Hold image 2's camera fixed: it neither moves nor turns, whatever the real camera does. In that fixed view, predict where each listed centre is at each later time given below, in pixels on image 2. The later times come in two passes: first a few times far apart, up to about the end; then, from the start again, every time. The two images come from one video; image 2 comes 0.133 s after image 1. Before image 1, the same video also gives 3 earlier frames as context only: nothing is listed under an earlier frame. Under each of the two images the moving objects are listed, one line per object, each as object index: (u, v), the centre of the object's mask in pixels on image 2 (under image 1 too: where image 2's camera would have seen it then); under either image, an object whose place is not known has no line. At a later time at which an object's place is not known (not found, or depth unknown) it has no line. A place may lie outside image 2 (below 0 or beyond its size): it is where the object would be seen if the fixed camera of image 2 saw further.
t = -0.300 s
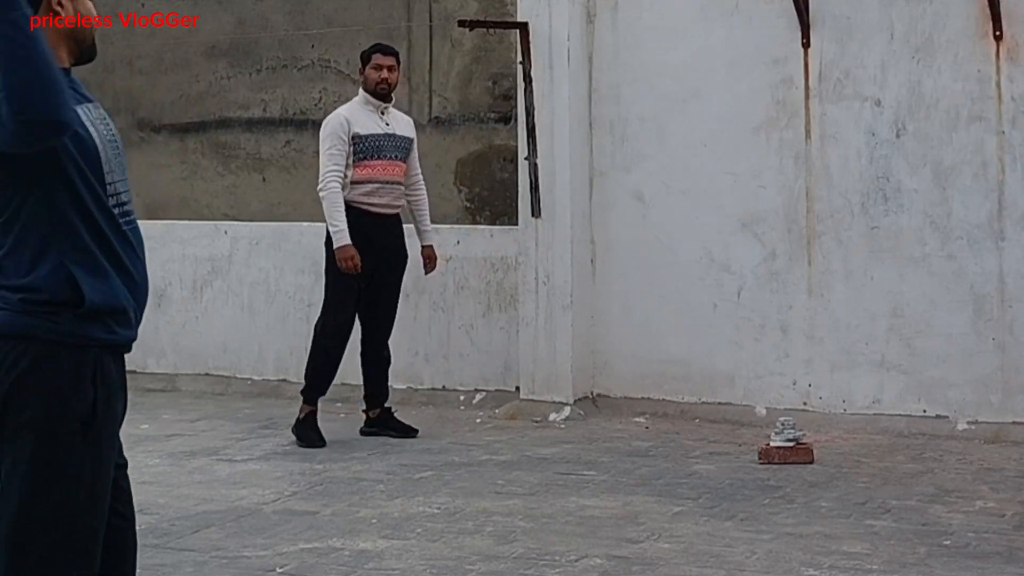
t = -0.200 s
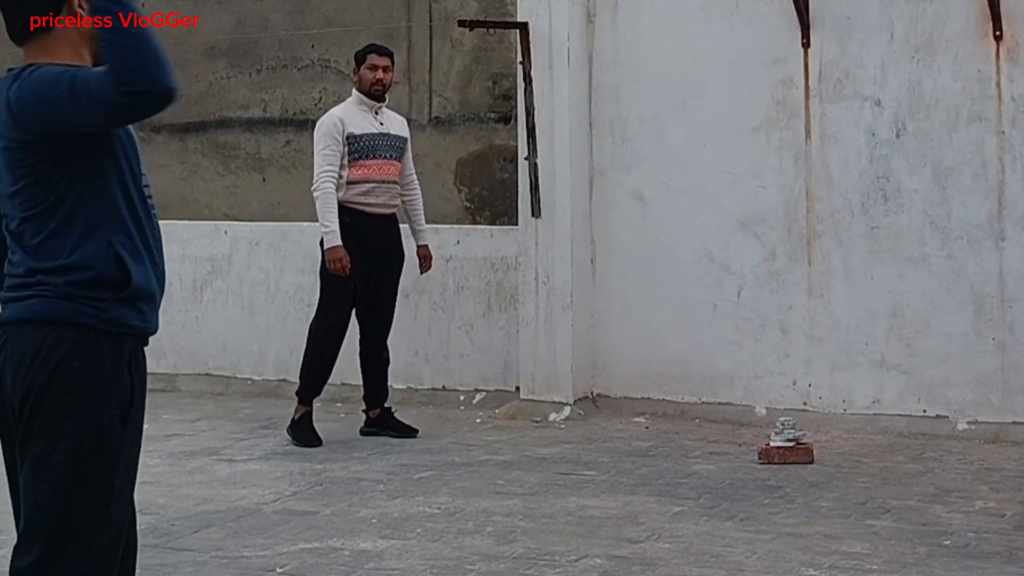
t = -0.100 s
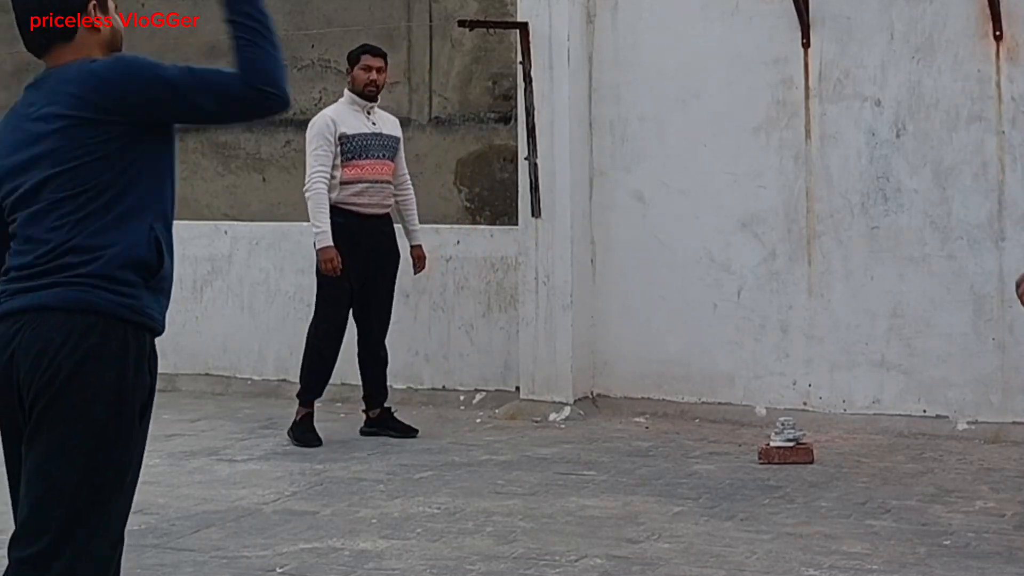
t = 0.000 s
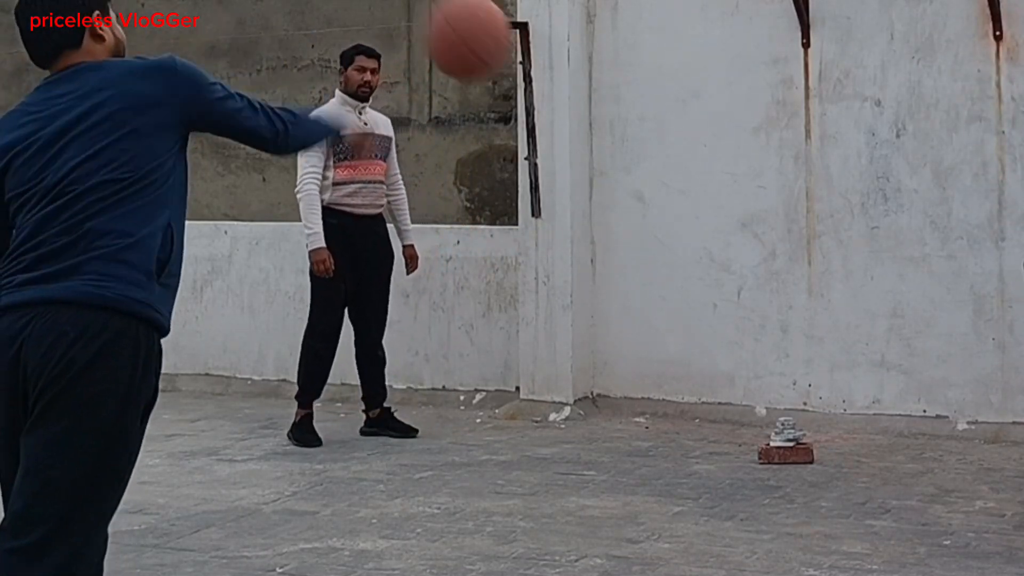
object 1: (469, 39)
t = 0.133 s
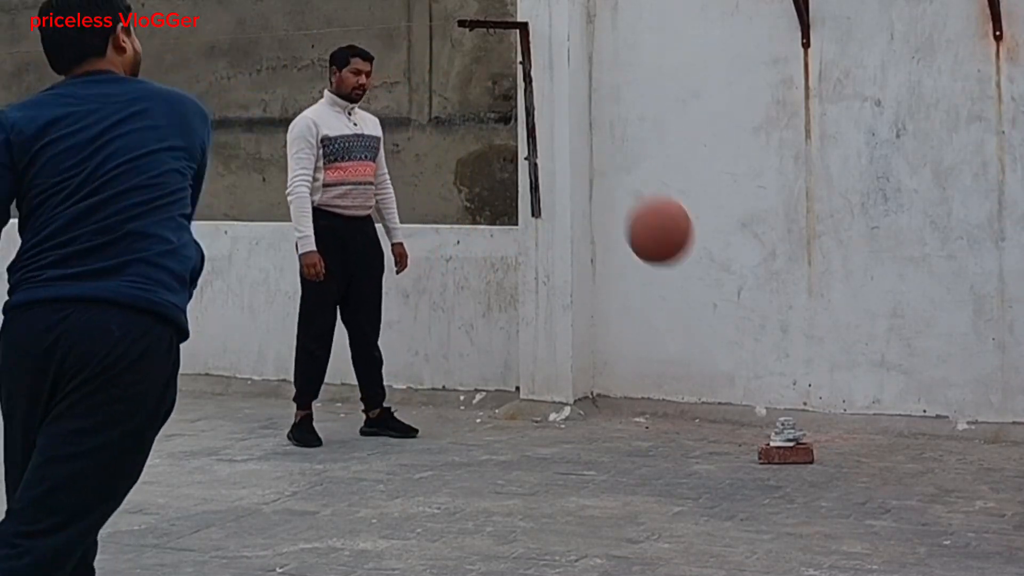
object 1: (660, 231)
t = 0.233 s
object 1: (755, 359)
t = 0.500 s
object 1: (862, 78)
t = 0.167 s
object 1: (694, 275)
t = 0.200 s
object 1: (726, 317)
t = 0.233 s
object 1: (755, 359)
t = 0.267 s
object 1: (781, 400)
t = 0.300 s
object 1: (796, 373)
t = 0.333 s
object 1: (807, 315)
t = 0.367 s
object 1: (819, 260)
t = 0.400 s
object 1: (830, 210)
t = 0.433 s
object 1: (841, 163)
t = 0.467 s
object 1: (852, 119)
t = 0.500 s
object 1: (862, 78)
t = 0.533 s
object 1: (873, 41)
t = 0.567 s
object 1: (883, 14)
